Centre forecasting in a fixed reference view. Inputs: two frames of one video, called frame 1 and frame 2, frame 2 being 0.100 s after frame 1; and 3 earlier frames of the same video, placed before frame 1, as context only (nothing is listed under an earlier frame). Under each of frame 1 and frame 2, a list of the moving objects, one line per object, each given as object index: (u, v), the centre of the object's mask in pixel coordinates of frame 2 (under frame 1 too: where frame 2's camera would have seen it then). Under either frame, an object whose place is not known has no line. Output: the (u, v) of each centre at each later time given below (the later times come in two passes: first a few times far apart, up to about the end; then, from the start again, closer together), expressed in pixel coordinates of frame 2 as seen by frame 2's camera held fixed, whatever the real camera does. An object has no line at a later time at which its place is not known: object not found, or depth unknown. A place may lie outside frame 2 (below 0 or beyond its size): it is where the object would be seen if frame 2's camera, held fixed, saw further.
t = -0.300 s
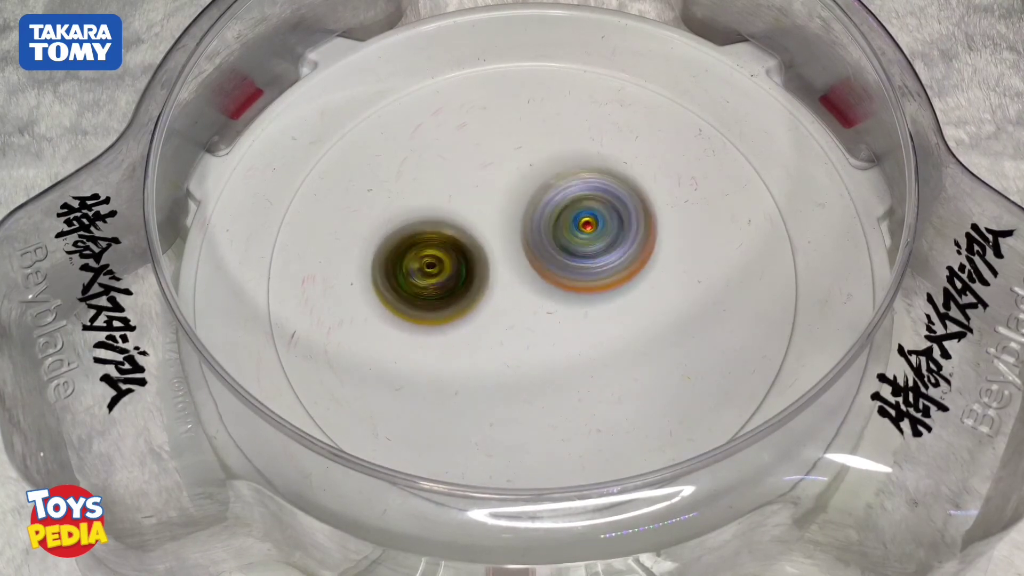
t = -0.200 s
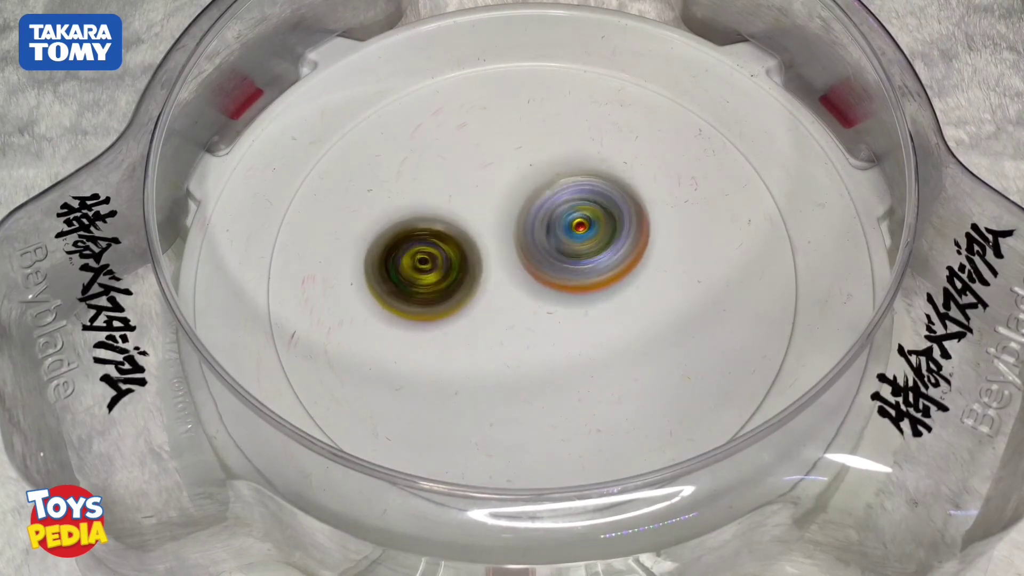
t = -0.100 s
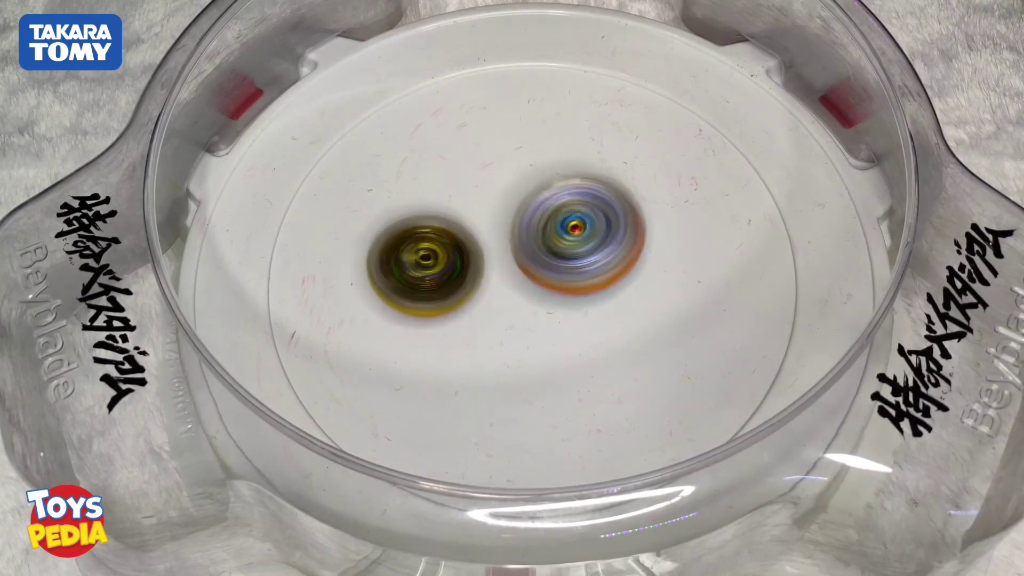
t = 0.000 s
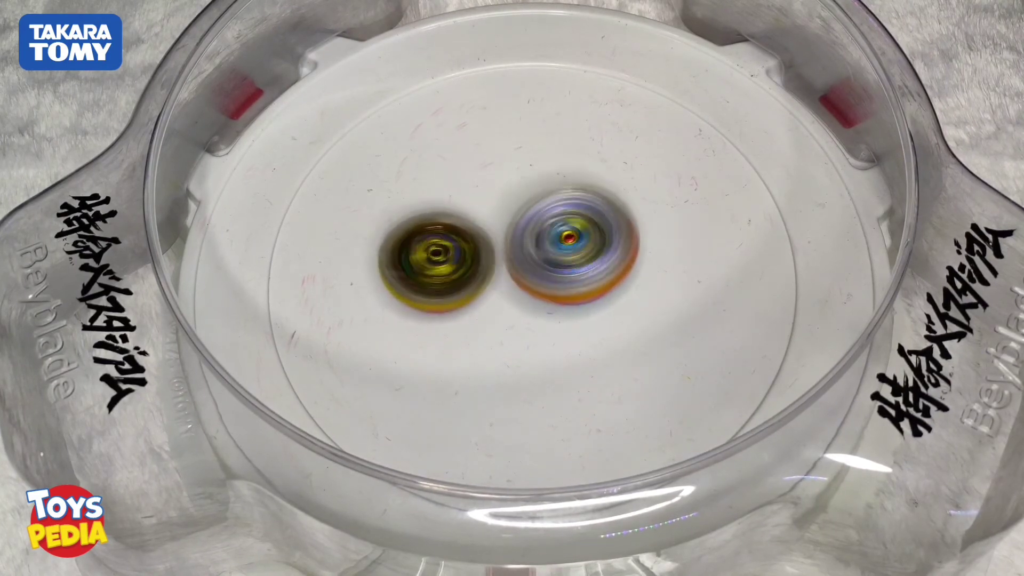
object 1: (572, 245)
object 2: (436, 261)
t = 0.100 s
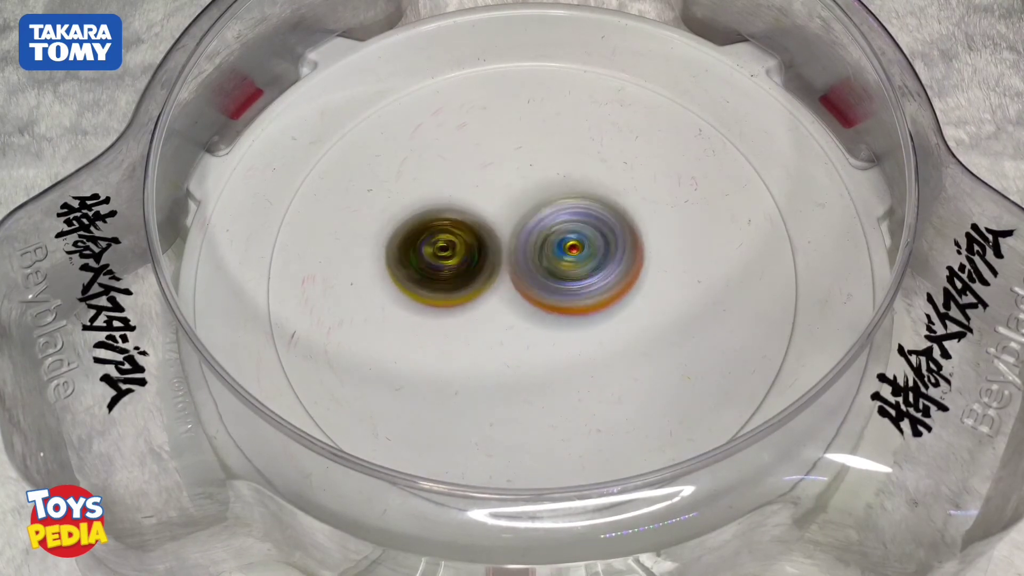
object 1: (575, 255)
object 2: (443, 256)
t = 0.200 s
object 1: (584, 259)
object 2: (439, 249)
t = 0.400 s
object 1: (575, 248)
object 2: (448, 237)
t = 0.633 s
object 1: (575, 258)
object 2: (436, 224)
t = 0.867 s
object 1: (578, 255)
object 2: (447, 218)
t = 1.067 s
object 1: (585, 254)
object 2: (469, 219)
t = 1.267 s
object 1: (595, 246)
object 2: (469, 208)
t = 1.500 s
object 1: (611, 255)
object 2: (466, 204)
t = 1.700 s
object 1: (620, 245)
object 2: (465, 210)
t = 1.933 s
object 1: (614, 235)
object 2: (489, 231)
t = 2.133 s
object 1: (635, 234)
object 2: (470, 232)
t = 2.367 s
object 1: (629, 223)
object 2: (470, 241)
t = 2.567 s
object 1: (617, 198)
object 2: (467, 263)
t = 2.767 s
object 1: (611, 173)
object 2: (464, 284)
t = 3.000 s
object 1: (597, 201)
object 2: (492, 298)
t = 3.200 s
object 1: (605, 192)
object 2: (511, 294)
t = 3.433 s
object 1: (610, 181)
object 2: (511, 283)
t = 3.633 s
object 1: (602, 184)
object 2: (500, 269)
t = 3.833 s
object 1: (590, 186)
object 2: (481, 264)
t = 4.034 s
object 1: (565, 188)
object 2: (474, 263)
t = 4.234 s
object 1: (556, 176)
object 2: (461, 278)
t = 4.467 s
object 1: (573, 197)
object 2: (458, 296)
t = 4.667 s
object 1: (574, 203)
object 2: (477, 300)
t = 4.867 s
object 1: (576, 178)
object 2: (484, 294)
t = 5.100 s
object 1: (559, 188)
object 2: (484, 283)
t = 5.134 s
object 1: (555, 188)
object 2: (481, 282)
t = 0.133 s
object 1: (575, 257)
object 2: (446, 255)
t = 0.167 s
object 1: (582, 258)
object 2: (442, 252)
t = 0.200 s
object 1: (584, 259)
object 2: (439, 249)
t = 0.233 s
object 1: (584, 260)
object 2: (439, 245)
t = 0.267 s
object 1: (582, 259)
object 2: (440, 243)
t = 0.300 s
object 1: (579, 256)
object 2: (441, 241)
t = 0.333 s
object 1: (577, 253)
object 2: (442, 240)
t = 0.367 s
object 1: (576, 251)
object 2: (445, 238)
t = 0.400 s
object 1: (575, 248)
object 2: (448, 237)
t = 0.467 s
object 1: (578, 248)
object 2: (443, 236)
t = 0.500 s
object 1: (582, 250)
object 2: (437, 233)
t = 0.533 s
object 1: (581, 252)
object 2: (434, 229)
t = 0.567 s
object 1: (579, 254)
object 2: (434, 226)
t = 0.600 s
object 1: (578, 256)
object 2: (435, 225)
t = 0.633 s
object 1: (575, 258)
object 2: (436, 224)
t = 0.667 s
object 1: (572, 259)
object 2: (437, 223)
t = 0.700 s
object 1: (569, 258)
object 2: (439, 222)
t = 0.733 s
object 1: (567, 257)
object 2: (442, 222)
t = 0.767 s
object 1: (565, 255)
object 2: (445, 222)
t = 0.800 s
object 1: (568, 256)
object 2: (444, 222)
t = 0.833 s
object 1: (573, 256)
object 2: (445, 220)
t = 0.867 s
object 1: (578, 255)
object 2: (447, 218)
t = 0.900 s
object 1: (581, 255)
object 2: (450, 218)
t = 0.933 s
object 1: (583, 255)
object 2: (454, 218)
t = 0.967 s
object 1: (584, 255)
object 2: (457, 218)
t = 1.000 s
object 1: (585, 255)
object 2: (461, 219)
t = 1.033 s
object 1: (586, 255)
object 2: (466, 219)
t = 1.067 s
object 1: (585, 254)
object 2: (469, 219)
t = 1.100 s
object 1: (588, 254)
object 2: (467, 218)
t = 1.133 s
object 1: (591, 254)
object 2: (463, 214)
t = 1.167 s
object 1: (592, 252)
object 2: (464, 210)
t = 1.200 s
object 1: (593, 250)
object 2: (465, 209)
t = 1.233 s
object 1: (594, 248)
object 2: (467, 208)
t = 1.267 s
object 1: (595, 246)
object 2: (469, 208)
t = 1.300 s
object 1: (596, 244)
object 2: (472, 208)
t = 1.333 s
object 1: (598, 245)
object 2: (475, 209)
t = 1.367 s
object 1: (597, 245)
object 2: (478, 210)
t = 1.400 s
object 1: (596, 246)
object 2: (480, 211)
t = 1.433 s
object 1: (601, 254)
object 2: (472, 209)
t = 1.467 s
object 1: (607, 256)
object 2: (467, 207)
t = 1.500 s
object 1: (611, 255)
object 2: (466, 204)
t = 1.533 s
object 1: (614, 254)
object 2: (464, 204)
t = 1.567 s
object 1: (616, 252)
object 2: (463, 204)
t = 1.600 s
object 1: (619, 250)
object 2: (464, 205)
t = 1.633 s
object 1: (620, 248)
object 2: (463, 207)
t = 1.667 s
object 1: (621, 247)
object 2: (464, 209)
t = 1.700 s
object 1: (620, 245)
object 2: (465, 210)
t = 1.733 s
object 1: (621, 243)
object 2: (468, 213)
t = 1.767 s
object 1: (621, 242)
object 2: (469, 216)
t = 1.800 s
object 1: (621, 242)
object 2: (472, 218)
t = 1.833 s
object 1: (620, 241)
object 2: (476, 221)
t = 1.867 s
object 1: (617, 238)
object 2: (481, 225)
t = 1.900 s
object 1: (615, 236)
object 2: (486, 229)
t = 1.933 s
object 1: (614, 235)
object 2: (489, 231)
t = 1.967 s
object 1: (617, 236)
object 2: (492, 233)
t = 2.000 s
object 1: (618, 237)
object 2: (493, 233)
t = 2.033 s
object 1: (625, 238)
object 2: (482, 232)
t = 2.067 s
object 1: (631, 237)
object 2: (477, 232)
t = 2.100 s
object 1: (633, 235)
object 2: (474, 231)
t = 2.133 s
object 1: (635, 234)
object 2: (470, 232)
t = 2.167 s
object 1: (637, 232)
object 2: (469, 232)
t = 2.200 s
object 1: (637, 231)
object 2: (467, 233)
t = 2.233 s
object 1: (635, 230)
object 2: (466, 235)
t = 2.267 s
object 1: (634, 228)
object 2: (465, 235)
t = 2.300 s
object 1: (632, 226)
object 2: (467, 237)
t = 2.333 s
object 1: (630, 223)
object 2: (469, 239)
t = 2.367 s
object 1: (629, 223)
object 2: (470, 241)
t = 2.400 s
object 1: (626, 220)
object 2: (473, 243)
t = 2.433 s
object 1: (622, 220)
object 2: (476, 245)
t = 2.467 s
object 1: (616, 218)
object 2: (480, 247)
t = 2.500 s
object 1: (608, 217)
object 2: (484, 249)
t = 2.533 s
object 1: (608, 211)
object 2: (480, 254)
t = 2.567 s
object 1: (617, 198)
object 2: (467, 263)
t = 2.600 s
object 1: (617, 188)
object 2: (457, 271)
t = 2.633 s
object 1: (617, 180)
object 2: (454, 275)
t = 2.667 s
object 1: (614, 176)
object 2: (455, 278)
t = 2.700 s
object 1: (612, 173)
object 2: (457, 280)
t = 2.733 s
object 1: (612, 172)
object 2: (460, 282)
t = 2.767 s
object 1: (611, 173)
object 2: (464, 284)
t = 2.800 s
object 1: (609, 177)
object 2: (469, 286)
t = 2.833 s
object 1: (605, 182)
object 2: (475, 287)
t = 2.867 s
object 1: (602, 187)
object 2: (481, 287)
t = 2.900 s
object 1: (597, 196)
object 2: (488, 286)
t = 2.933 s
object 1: (593, 201)
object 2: (497, 285)
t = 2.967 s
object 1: (594, 205)
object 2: (497, 289)
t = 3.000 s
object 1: (597, 201)
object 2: (492, 298)
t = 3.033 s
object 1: (600, 199)
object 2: (494, 299)
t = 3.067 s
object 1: (602, 196)
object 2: (497, 299)
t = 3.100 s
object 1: (603, 196)
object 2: (498, 299)
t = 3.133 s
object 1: (604, 195)
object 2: (503, 299)
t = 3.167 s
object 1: (604, 193)
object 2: (506, 297)
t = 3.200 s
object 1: (605, 192)
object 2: (511, 294)
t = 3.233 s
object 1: (605, 193)
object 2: (515, 292)
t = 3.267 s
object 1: (604, 193)
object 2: (520, 288)
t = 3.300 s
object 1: (602, 193)
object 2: (521, 286)
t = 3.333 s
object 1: (608, 187)
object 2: (515, 290)
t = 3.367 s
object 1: (612, 185)
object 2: (513, 289)
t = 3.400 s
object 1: (611, 182)
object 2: (513, 286)
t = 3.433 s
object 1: (610, 181)
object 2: (511, 283)
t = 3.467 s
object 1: (609, 181)
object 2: (511, 281)
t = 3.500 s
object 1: (607, 181)
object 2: (512, 278)
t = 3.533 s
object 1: (605, 182)
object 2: (510, 273)
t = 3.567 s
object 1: (601, 183)
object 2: (509, 270)
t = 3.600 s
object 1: (599, 184)
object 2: (508, 268)
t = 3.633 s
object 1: (602, 184)
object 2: (500, 269)
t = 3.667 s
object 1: (602, 185)
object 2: (497, 268)
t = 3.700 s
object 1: (600, 185)
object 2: (492, 265)
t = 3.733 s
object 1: (598, 185)
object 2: (490, 265)
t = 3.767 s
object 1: (595, 185)
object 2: (486, 265)
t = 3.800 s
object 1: (592, 185)
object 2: (484, 263)
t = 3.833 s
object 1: (590, 186)
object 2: (481, 264)
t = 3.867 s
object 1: (586, 186)
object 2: (478, 264)
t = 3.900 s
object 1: (582, 187)
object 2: (477, 263)
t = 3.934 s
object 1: (579, 186)
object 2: (475, 263)
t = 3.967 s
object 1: (576, 187)
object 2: (475, 262)
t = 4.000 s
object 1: (571, 188)
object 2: (475, 263)
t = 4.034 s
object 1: (565, 188)
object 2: (474, 263)
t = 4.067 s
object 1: (563, 186)
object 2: (471, 266)
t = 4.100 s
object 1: (563, 182)
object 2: (463, 274)
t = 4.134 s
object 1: (561, 179)
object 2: (461, 277)
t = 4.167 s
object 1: (559, 177)
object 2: (461, 277)
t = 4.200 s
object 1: (558, 176)
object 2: (460, 277)
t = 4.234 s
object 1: (556, 176)
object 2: (461, 278)
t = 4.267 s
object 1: (556, 178)
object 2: (464, 279)
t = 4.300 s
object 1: (557, 183)
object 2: (466, 279)
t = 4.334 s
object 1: (556, 189)
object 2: (468, 278)
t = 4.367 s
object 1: (561, 197)
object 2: (464, 285)
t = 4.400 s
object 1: (568, 197)
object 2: (460, 293)
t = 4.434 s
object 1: (570, 198)
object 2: (459, 294)
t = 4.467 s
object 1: (573, 197)
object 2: (458, 296)
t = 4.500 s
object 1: (574, 198)
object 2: (459, 298)
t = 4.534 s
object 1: (575, 199)
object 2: (462, 299)
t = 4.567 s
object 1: (575, 198)
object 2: (464, 301)
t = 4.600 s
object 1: (574, 200)
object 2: (467, 301)
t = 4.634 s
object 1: (575, 202)
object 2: (472, 300)
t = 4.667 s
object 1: (574, 203)
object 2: (477, 300)
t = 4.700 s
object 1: (572, 205)
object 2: (483, 298)
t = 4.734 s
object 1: (571, 205)
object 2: (487, 296)
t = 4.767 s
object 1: (578, 199)
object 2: (481, 300)
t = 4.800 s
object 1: (581, 190)
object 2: (479, 300)
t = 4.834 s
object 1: (579, 182)
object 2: (482, 297)
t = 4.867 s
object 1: (576, 178)
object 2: (484, 294)
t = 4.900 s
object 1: (574, 175)
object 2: (486, 291)
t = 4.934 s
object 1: (572, 176)
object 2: (489, 287)
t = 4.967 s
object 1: (569, 180)
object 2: (492, 283)
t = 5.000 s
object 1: (565, 184)
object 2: (492, 282)
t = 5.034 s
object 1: (566, 185)
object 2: (486, 287)
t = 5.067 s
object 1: (563, 186)
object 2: (487, 285)
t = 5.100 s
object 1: (559, 188)
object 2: (484, 283)
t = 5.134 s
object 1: (555, 188)
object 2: (481, 282)
